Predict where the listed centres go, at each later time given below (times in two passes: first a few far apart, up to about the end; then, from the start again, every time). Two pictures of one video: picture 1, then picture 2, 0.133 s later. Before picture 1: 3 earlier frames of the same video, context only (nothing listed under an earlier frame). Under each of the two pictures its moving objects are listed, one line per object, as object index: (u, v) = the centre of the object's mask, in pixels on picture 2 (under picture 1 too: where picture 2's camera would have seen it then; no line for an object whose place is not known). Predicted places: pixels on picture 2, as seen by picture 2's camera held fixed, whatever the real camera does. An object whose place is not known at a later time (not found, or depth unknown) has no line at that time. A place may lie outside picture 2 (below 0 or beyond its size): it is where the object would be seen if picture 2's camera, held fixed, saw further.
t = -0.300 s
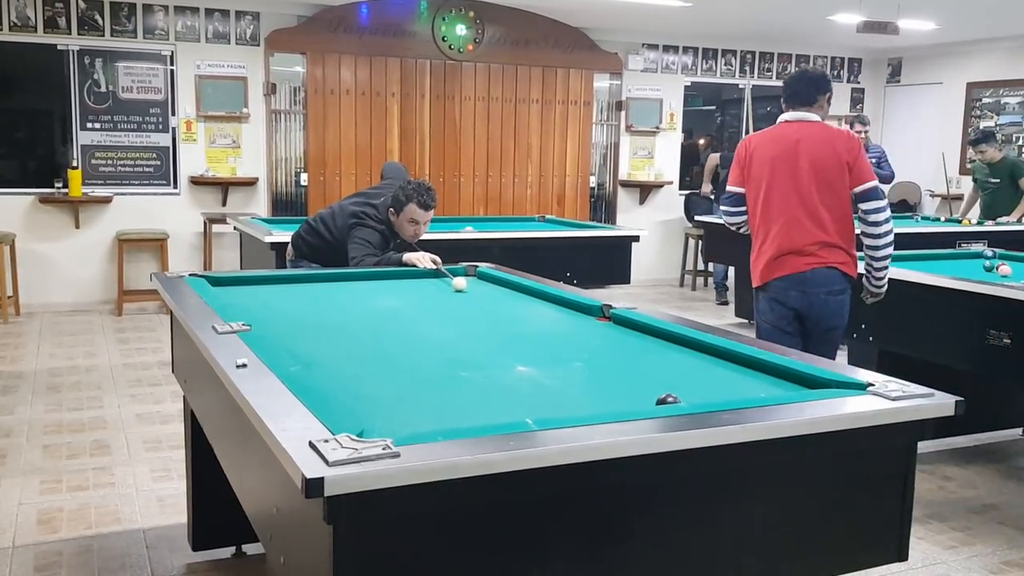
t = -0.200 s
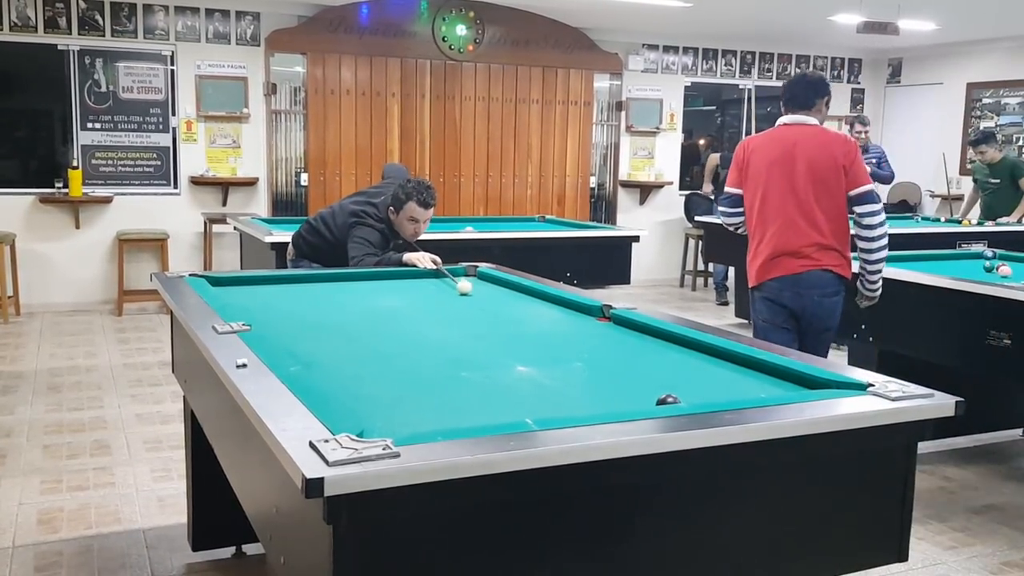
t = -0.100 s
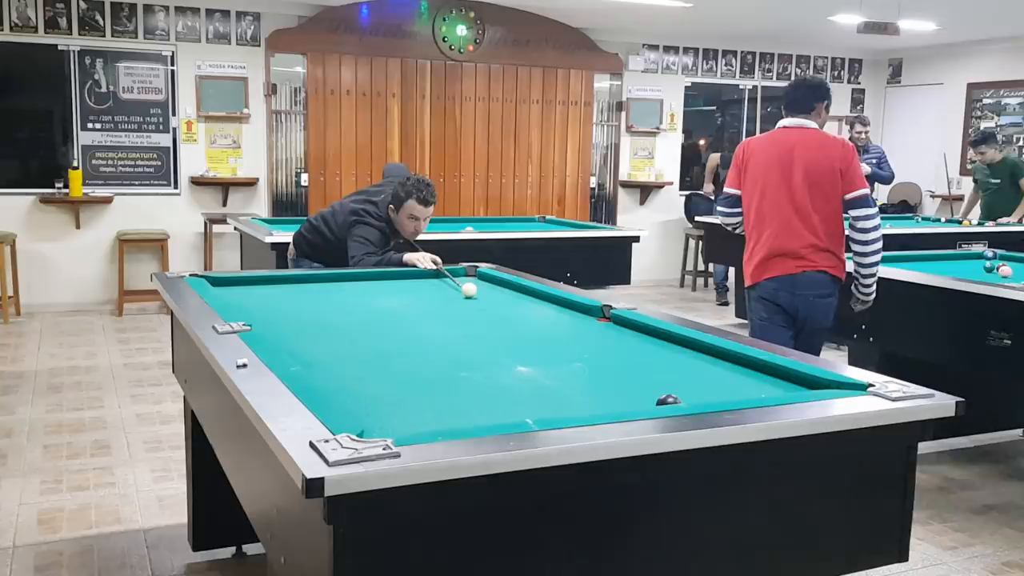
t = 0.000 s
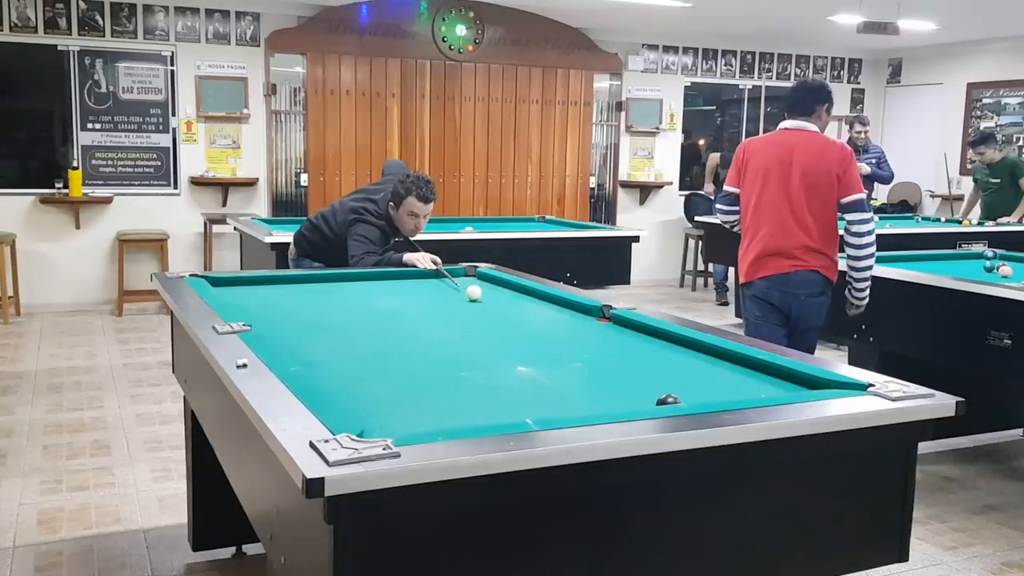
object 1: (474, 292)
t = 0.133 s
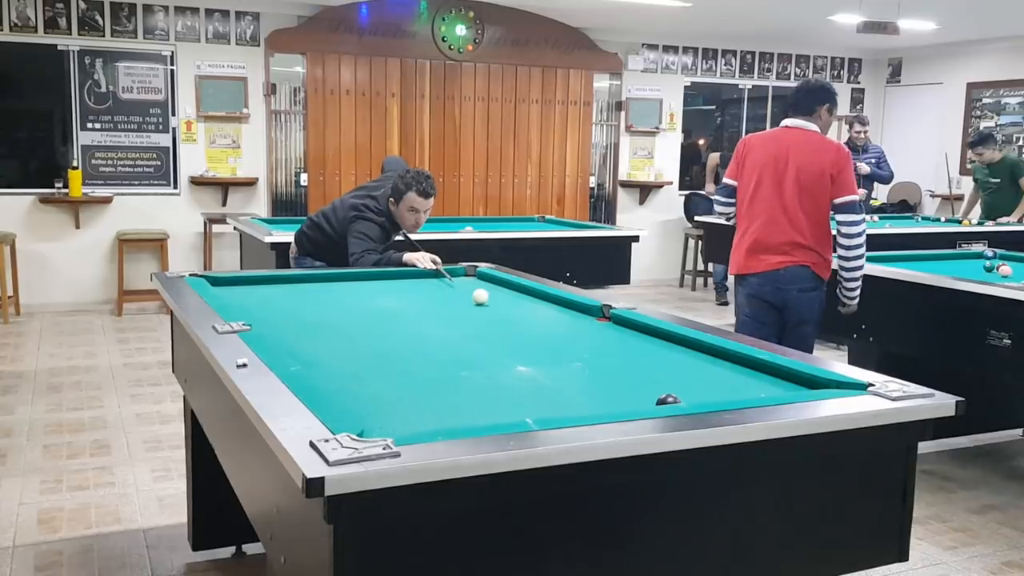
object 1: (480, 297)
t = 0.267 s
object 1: (487, 301)
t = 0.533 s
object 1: (501, 309)
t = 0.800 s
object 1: (516, 318)
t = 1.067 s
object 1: (533, 328)
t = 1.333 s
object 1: (550, 338)
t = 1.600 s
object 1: (569, 349)
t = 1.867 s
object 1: (589, 361)
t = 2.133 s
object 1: (610, 373)
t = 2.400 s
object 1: (632, 386)
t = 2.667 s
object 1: (652, 395)
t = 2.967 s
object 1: (643, 394)
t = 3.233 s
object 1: (638, 393)
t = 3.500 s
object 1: (635, 392)
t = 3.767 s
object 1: (636, 392)
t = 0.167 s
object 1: (482, 298)
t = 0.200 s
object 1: (483, 299)
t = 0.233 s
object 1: (485, 300)
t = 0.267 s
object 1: (487, 301)
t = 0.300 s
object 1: (489, 302)
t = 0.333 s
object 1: (490, 303)
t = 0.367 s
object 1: (492, 304)
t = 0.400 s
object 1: (494, 305)
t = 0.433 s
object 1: (496, 306)
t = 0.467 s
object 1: (498, 307)
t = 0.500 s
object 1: (500, 308)
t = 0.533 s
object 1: (501, 309)
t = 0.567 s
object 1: (503, 311)
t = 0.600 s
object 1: (505, 312)
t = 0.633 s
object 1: (507, 313)
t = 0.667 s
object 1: (509, 314)
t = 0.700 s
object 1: (511, 315)
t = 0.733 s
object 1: (513, 316)
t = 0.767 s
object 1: (515, 317)
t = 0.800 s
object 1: (516, 318)
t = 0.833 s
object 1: (519, 319)
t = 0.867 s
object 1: (521, 321)
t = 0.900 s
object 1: (523, 322)
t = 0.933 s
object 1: (525, 323)
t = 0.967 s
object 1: (527, 324)
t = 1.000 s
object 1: (529, 325)
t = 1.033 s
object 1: (531, 327)
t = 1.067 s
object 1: (533, 328)
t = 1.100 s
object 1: (535, 329)
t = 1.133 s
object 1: (537, 330)
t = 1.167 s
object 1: (540, 332)
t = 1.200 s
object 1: (542, 333)
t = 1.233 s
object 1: (544, 334)
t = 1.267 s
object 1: (546, 336)
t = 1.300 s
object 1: (548, 337)
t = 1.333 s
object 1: (550, 338)
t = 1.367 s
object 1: (553, 340)
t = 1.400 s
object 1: (555, 341)
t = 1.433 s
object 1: (557, 342)
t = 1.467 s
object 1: (560, 344)
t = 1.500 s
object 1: (562, 345)
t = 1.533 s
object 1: (564, 346)
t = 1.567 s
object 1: (566, 348)
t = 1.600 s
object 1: (569, 349)
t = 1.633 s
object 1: (571, 351)
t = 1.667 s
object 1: (574, 352)
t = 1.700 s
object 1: (576, 354)
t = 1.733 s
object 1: (579, 355)
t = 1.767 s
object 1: (582, 356)
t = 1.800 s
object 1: (584, 358)
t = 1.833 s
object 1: (586, 359)
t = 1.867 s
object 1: (589, 361)
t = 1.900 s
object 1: (592, 362)
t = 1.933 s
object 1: (594, 364)
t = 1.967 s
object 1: (597, 365)
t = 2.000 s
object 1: (599, 367)
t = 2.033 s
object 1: (602, 368)
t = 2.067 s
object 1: (605, 370)
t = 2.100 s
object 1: (608, 372)
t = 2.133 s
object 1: (610, 373)
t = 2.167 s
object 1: (613, 375)
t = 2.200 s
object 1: (615, 376)
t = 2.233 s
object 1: (618, 378)
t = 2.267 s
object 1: (621, 379)
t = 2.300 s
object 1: (624, 381)
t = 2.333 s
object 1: (626, 383)
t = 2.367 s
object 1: (629, 384)
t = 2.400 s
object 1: (632, 386)
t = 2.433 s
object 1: (635, 388)
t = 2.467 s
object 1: (638, 389)
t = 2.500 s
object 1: (641, 391)
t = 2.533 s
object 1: (644, 392)
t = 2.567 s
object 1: (646, 393)
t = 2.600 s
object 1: (649, 394)
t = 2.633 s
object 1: (651, 394)
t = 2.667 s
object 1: (652, 395)
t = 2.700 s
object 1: (651, 394)
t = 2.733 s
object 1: (649, 394)
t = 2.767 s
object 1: (648, 394)
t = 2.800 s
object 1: (647, 394)
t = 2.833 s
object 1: (647, 394)
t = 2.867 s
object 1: (646, 394)
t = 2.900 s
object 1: (645, 394)
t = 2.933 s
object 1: (644, 394)
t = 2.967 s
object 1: (643, 394)
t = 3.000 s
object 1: (642, 394)
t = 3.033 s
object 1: (642, 394)
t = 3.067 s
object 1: (641, 393)
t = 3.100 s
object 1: (640, 393)
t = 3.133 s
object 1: (639, 393)
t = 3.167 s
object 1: (639, 393)
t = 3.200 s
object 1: (638, 393)
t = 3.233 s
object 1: (638, 393)
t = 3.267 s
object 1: (637, 392)
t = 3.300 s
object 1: (637, 392)
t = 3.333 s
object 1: (636, 392)
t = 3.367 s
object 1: (636, 392)
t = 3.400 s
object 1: (636, 392)
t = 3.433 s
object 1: (635, 392)
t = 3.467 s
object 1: (635, 392)
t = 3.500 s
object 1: (635, 392)
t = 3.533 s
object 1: (635, 392)
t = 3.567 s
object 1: (635, 392)
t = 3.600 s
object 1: (635, 392)
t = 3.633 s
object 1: (636, 392)
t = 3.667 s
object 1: (636, 392)
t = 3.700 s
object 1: (636, 392)
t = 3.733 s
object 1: (636, 392)
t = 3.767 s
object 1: (636, 392)
